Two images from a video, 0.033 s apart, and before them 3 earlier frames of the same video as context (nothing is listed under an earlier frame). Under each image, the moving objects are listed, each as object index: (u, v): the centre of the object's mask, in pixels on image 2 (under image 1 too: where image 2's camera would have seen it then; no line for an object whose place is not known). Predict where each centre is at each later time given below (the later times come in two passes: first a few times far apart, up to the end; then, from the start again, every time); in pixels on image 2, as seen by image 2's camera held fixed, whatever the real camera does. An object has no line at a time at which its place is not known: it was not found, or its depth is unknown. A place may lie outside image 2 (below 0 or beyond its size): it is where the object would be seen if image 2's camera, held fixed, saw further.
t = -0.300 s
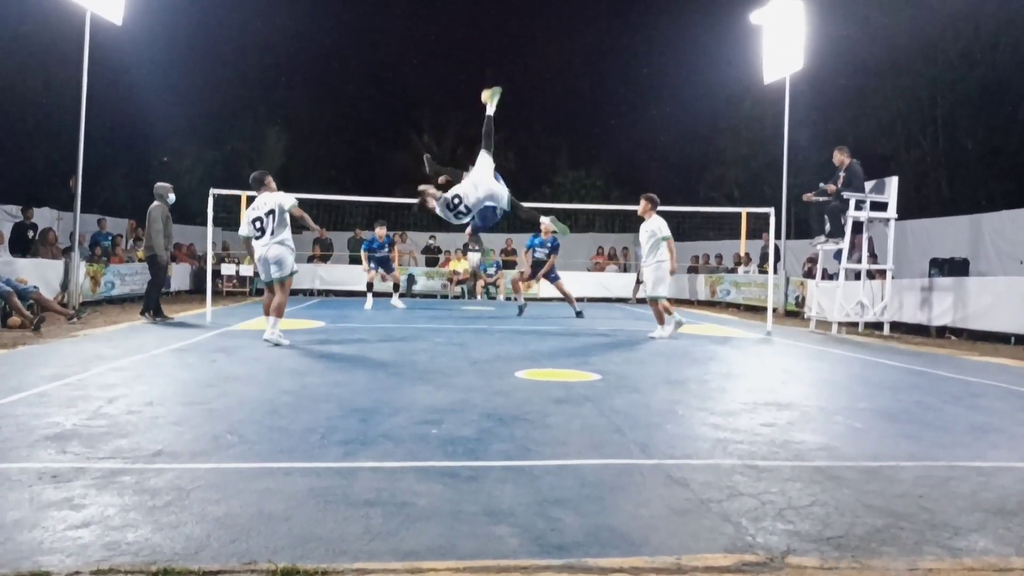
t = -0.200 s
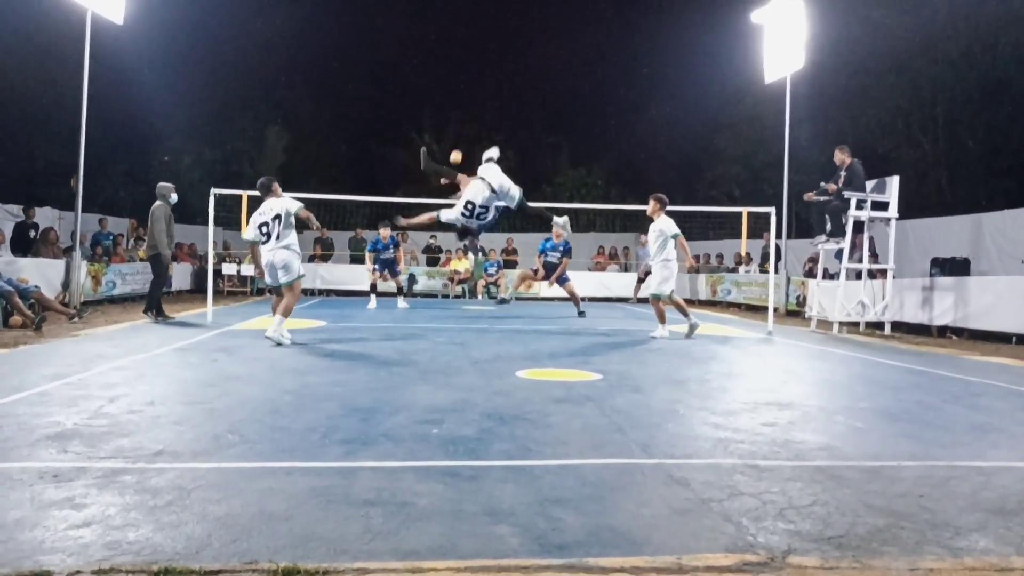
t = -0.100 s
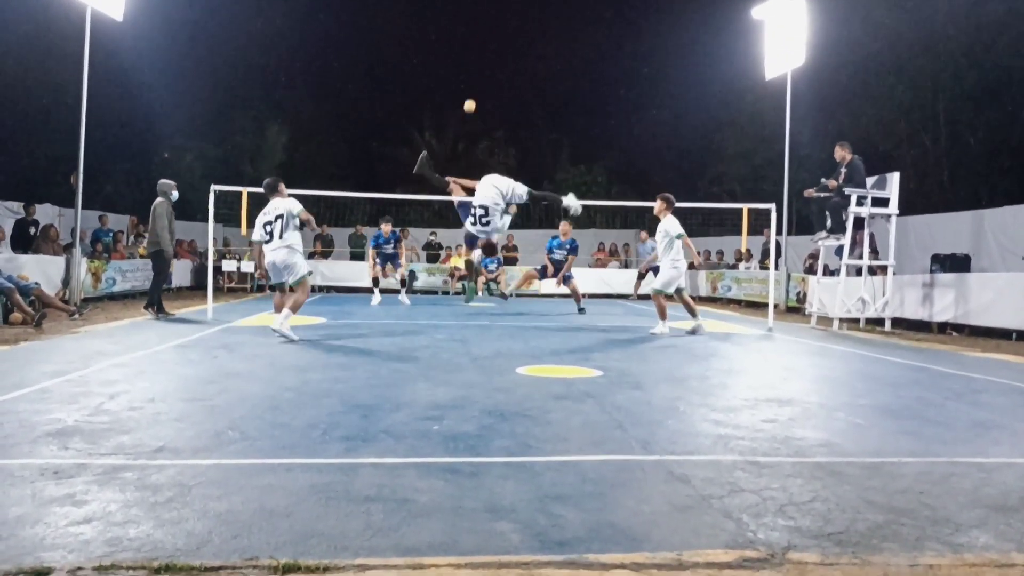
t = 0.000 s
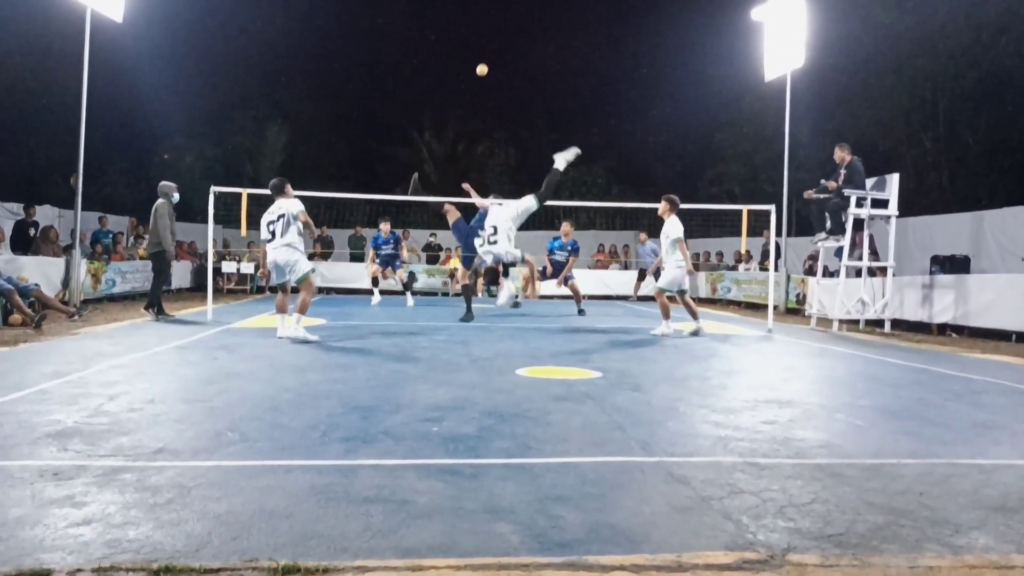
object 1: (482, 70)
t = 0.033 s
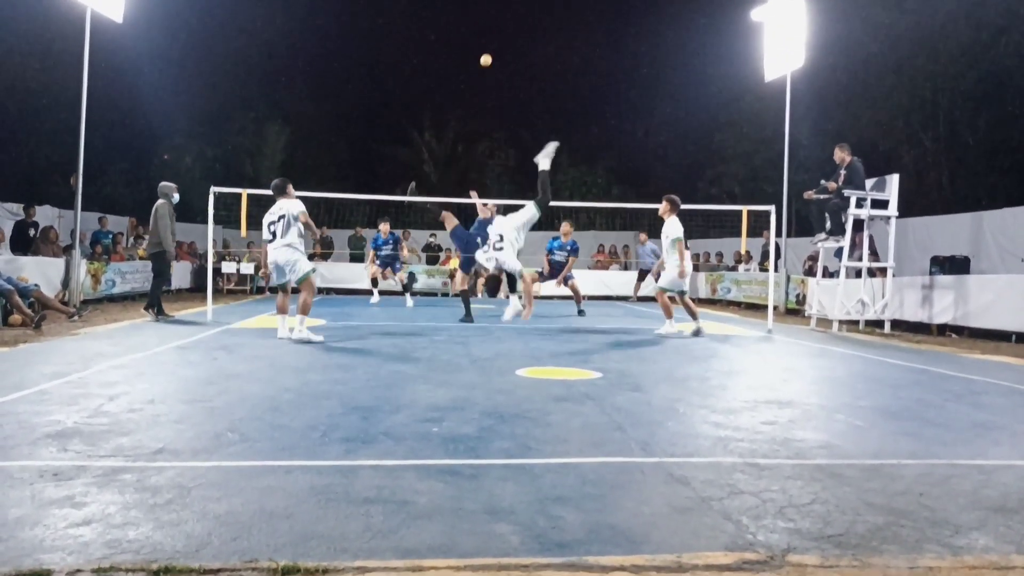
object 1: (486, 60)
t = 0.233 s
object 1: (508, 19)
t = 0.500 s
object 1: (533, 15)
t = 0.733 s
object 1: (551, 51)
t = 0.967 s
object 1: (568, 118)
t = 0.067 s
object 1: (490, 51)
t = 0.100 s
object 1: (494, 42)
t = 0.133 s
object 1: (497, 35)
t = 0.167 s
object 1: (501, 29)
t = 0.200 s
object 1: (504, 24)
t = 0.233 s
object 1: (508, 19)
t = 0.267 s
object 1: (511, 16)
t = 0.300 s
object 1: (514, 13)
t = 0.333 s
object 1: (518, 12)
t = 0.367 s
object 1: (521, 11)
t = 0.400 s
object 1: (524, 11)
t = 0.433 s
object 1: (527, 11)
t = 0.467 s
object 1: (530, 12)
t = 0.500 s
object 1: (533, 15)
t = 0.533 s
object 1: (536, 18)
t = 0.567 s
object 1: (538, 22)
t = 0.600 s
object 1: (541, 26)
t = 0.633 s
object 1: (544, 31)
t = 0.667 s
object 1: (546, 37)
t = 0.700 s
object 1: (549, 44)
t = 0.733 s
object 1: (551, 51)
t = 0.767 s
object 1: (554, 59)
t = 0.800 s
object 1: (556, 67)
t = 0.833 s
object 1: (559, 76)
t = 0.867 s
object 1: (561, 86)
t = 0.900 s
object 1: (563, 96)
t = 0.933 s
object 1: (565, 107)
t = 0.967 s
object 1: (568, 118)
